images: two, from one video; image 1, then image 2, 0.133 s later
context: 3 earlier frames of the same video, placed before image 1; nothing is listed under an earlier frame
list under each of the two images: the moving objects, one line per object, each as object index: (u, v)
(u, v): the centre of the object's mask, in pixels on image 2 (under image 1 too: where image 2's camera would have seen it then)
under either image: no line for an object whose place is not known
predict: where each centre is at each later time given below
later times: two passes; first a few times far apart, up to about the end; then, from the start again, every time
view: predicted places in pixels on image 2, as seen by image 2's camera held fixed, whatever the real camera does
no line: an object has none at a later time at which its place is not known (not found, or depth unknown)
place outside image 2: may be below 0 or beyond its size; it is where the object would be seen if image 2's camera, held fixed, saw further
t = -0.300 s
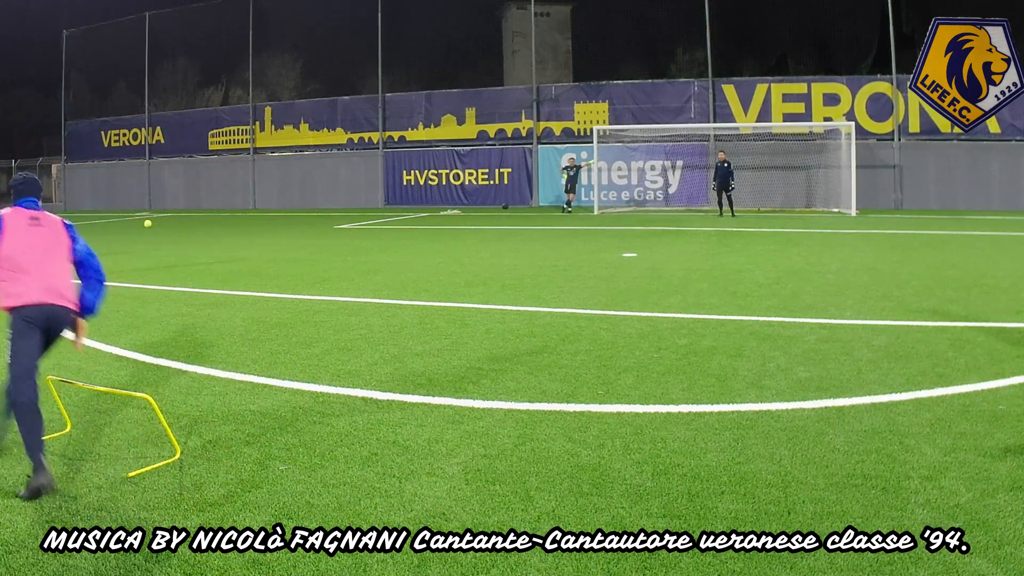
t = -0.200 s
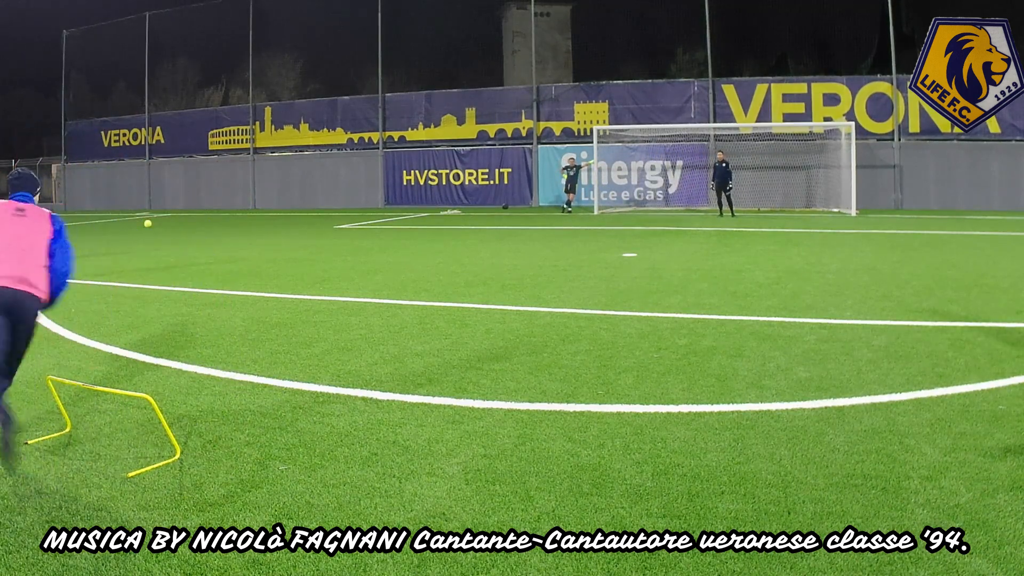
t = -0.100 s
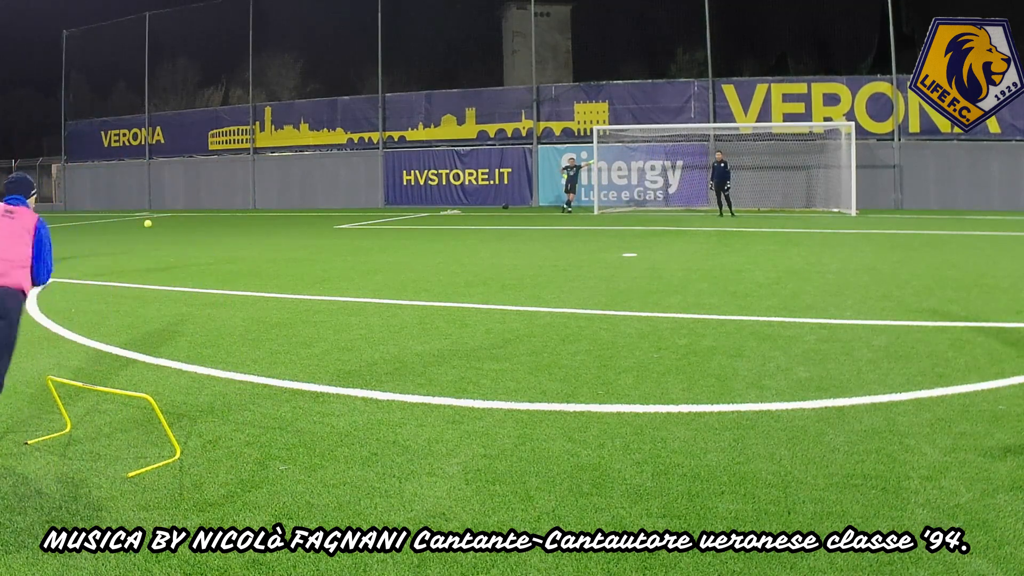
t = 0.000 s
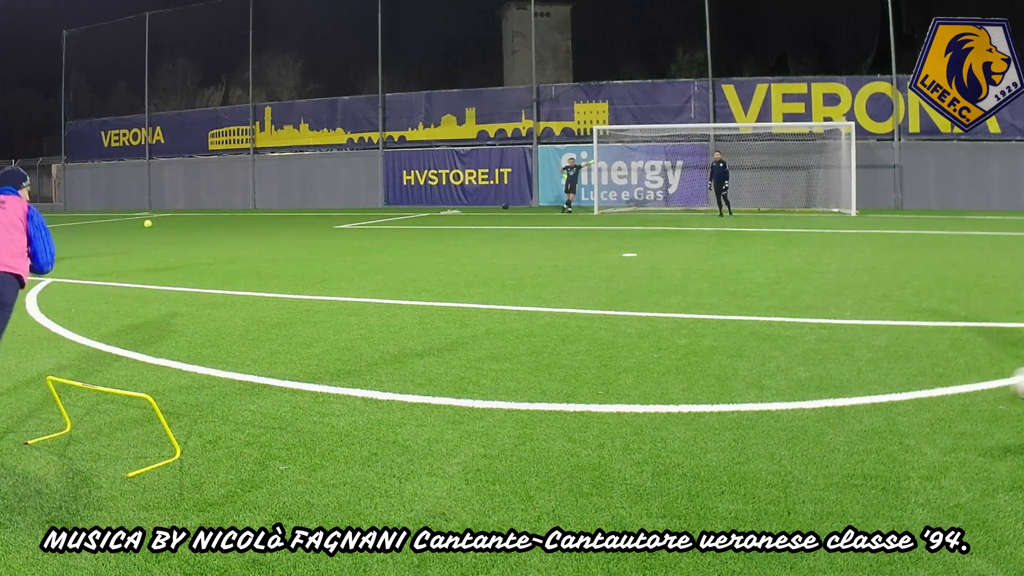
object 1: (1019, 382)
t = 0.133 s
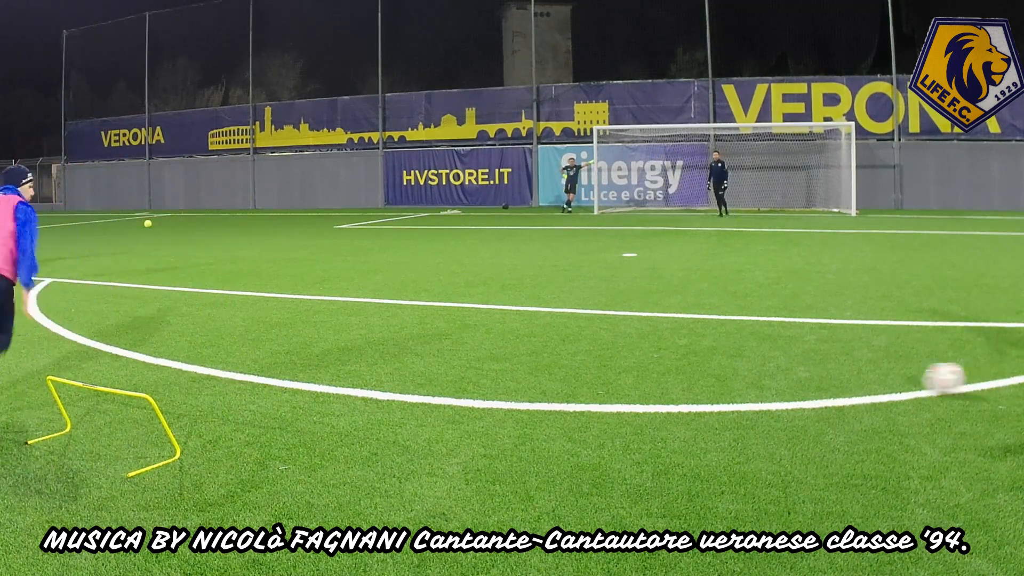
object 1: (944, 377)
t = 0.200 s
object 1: (905, 376)
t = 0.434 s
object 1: (787, 369)
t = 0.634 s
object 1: (708, 363)
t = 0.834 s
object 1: (641, 358)
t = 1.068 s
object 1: (574, 353)
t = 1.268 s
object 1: (521, 349)
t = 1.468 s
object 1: (476, 345)
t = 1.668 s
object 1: (435, 341)
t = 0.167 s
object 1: (923, 377)
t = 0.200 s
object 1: (905, 376)
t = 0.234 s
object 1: (886, 375)
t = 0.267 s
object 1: (867, 374)
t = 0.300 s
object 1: (850, 374)
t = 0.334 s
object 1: (833, 373)
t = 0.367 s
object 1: (816, 372)
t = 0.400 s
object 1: (801, 370)
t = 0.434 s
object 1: (787, 369)
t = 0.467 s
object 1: (773, 367)
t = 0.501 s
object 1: (759, 367)
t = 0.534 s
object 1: (745, 366)
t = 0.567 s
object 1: (732, 366)
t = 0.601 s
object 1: (720, 365)
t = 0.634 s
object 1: (708, 363)
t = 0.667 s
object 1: (696, 361)
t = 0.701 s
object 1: (684, 361)
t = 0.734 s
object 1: (674, 361)
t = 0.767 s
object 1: (663, 360)
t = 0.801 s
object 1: (652, 359)
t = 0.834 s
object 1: (641, 358)
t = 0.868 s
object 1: (631, 358)
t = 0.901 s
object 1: (621, 357)
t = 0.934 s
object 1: (611, 356)
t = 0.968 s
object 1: (601, 356)
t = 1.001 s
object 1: (592, 354)
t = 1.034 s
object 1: (583, 354)
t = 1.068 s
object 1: (574, 353)
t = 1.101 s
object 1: (565, 352)
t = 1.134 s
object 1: (556, 352)
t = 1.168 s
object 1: (547, 351)
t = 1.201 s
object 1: (538, 350)
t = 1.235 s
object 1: (530, 350)
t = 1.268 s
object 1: (521, 349)
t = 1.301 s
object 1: (514, 348)
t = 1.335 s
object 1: (506, 347)
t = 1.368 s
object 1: (498, 347)
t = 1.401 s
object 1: (491, 347)
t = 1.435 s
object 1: (483, 346)
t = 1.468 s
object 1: (476, 345)
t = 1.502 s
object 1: (469, 344)
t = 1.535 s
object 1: (461, 343)
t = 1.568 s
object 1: (454, 344)
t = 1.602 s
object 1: (448, 343)
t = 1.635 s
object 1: (441, 342)
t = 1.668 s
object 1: (435, 341)
